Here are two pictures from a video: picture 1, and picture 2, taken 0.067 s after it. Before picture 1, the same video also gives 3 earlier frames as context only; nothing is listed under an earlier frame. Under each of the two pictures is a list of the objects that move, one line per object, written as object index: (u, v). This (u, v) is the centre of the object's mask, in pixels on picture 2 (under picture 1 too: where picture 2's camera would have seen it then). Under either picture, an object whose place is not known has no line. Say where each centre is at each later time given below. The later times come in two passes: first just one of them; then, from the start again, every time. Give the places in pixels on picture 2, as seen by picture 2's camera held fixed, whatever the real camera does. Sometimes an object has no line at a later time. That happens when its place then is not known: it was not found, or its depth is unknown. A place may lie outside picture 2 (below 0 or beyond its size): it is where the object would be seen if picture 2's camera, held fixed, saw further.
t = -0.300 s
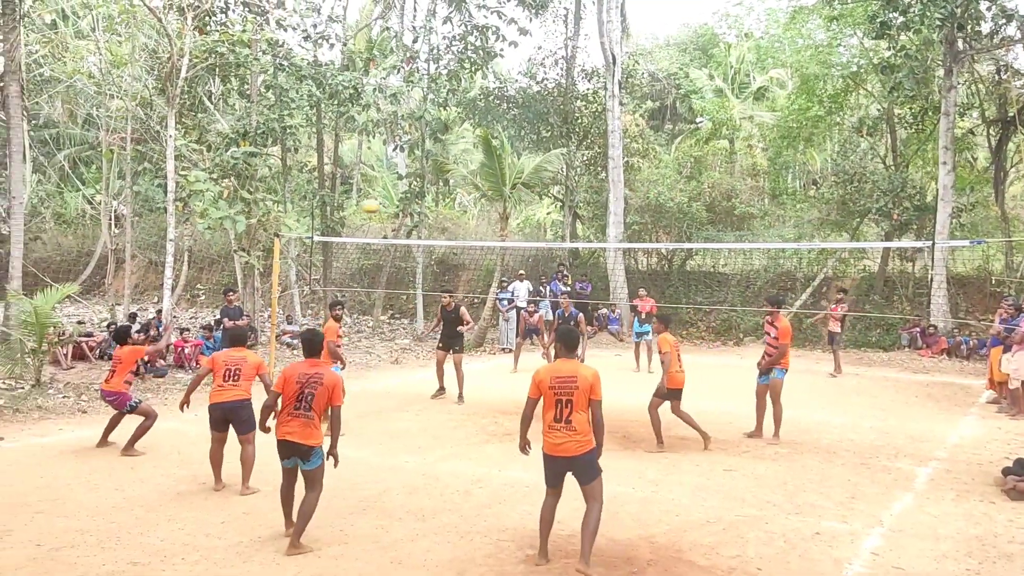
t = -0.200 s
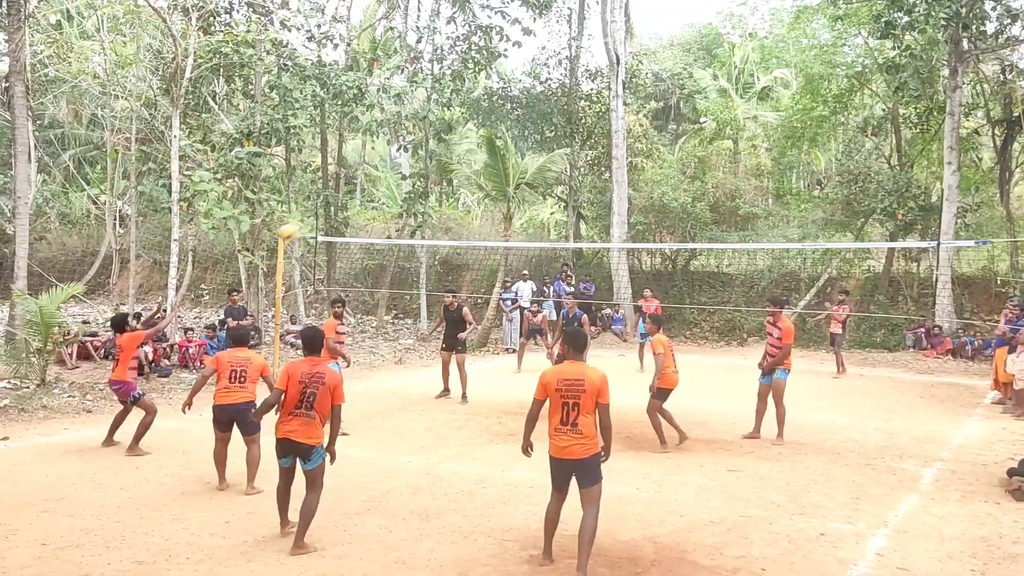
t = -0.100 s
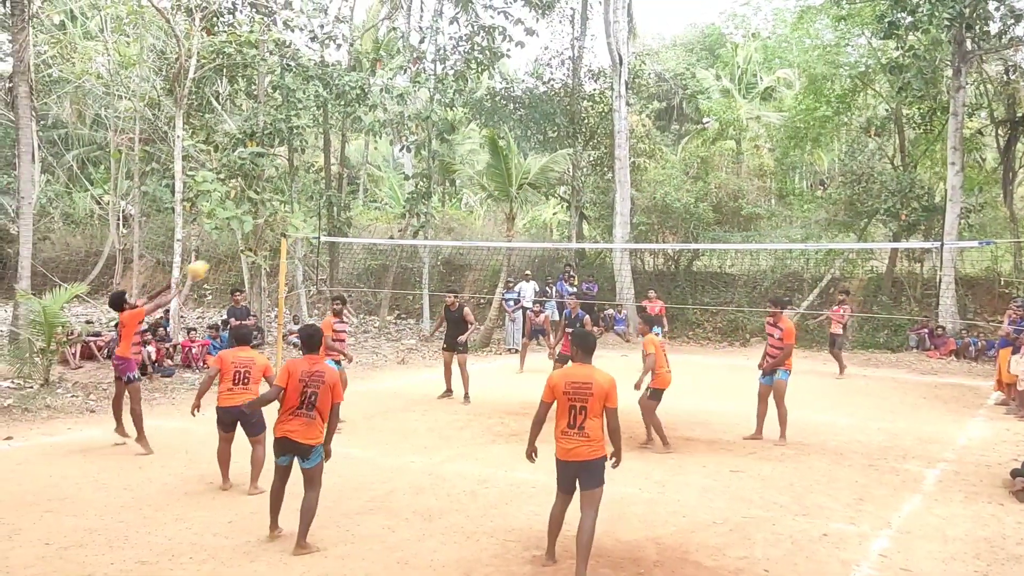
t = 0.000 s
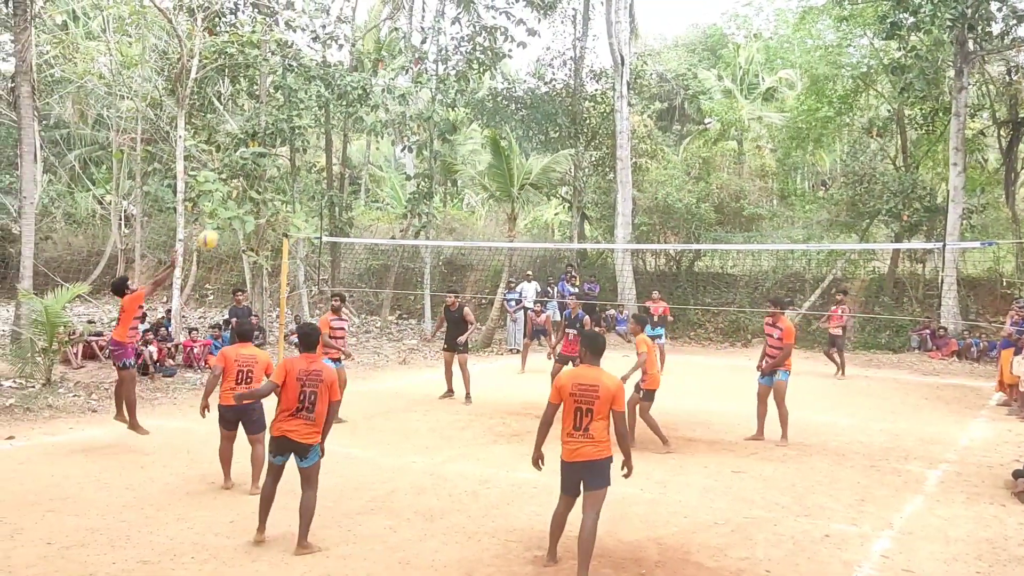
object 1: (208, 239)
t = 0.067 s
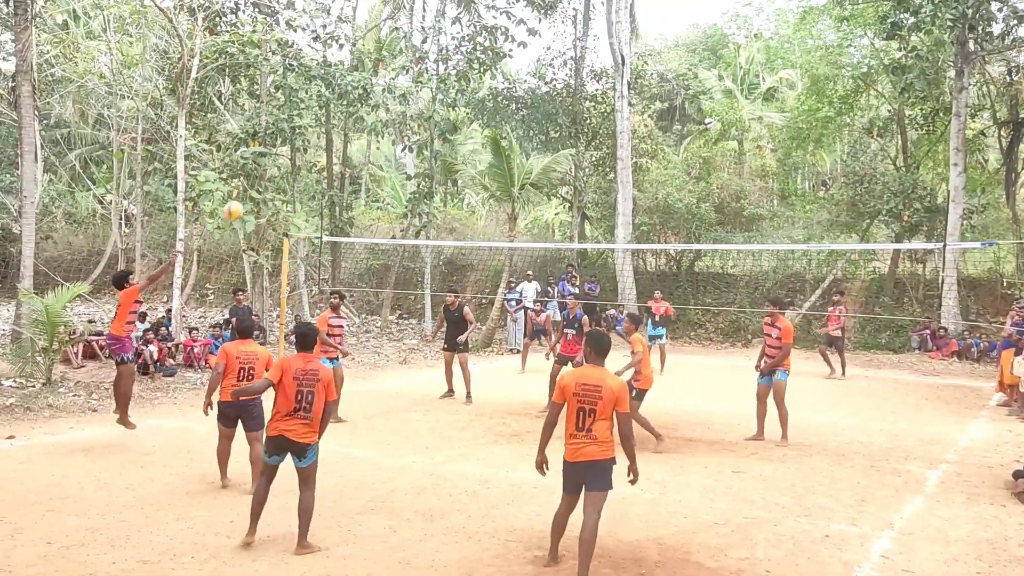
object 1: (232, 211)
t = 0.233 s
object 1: (291, 157)
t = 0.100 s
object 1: (245, 197)
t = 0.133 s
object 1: (257, 187)
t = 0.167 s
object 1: (269, 175)
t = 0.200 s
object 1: (280, 167)
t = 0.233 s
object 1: (291, 157)
